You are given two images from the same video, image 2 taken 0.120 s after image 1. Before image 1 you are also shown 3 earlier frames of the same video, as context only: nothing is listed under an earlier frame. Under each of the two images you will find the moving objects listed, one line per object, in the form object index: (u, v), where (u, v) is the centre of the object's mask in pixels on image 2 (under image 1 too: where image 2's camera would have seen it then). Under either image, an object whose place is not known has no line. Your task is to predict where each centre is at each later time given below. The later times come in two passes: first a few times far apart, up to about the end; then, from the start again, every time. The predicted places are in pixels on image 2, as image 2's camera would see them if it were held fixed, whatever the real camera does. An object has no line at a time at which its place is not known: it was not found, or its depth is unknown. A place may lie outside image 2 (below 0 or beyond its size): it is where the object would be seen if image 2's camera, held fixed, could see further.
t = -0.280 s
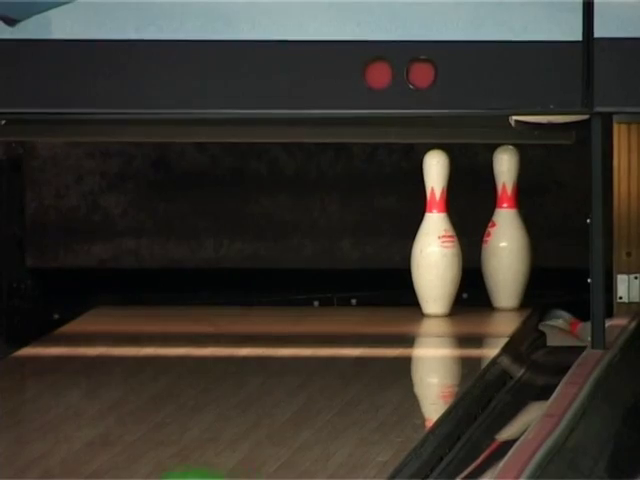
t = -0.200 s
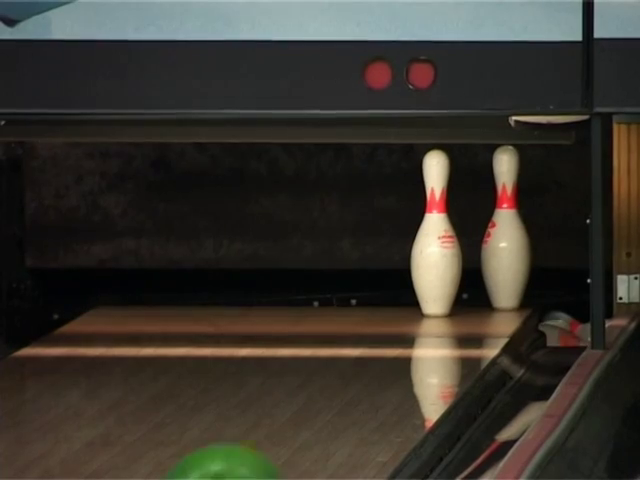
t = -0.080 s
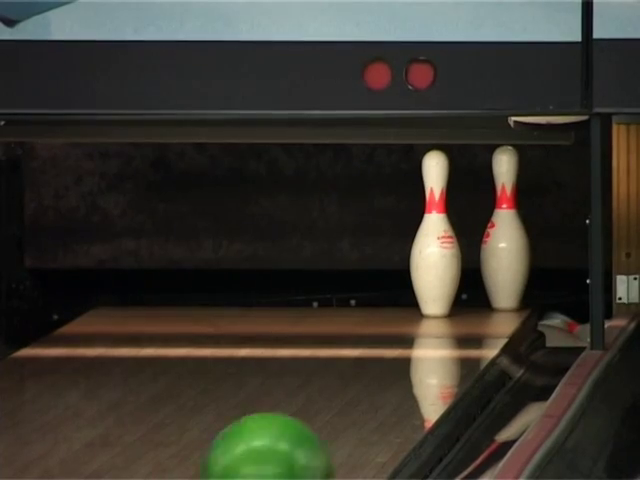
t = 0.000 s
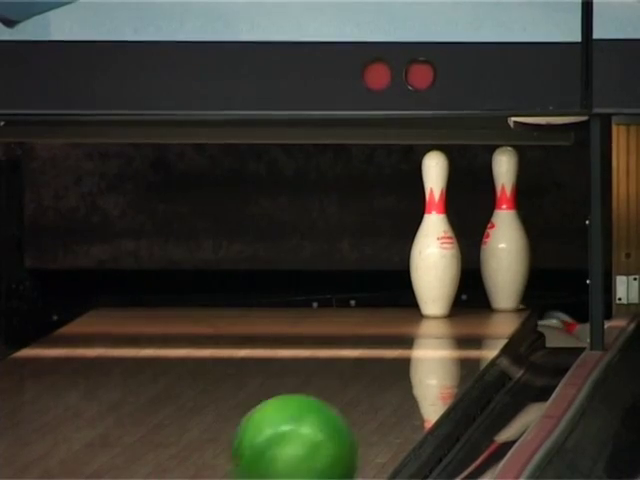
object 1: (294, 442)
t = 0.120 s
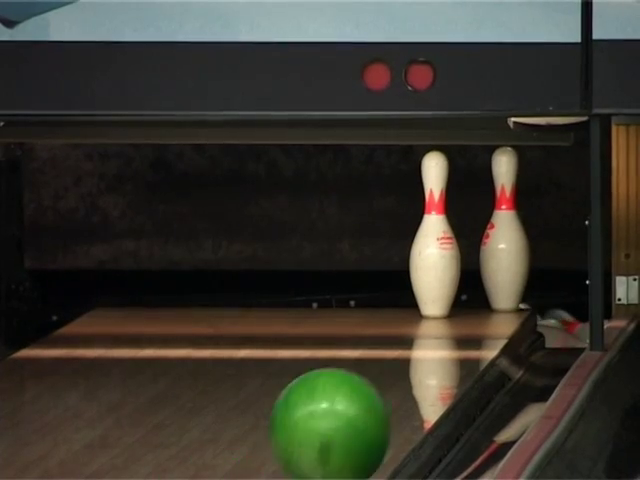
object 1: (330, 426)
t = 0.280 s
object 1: (372, 396)
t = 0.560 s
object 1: (436, 346)
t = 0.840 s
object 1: (490, 307)
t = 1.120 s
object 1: (544, 282)
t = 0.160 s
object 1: (341, 420)
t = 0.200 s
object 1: (351, 412)
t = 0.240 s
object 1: (362, 404)
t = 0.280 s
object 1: (372, 396)
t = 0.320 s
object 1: (382, 388)
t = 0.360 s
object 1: (392, 380)
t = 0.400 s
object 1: (401, 374)
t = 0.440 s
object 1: (410, 366)
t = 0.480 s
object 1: (419, 360)
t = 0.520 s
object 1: (428, 354)
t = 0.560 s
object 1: (436, 346)
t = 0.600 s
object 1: (445, 340)
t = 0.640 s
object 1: (453, 334)
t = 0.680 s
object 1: (461, 329)
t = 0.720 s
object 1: (469, 323)
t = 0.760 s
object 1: (476, 318)
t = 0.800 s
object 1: (483, 313)
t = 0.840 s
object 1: (490, 307)
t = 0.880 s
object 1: (497, 302)
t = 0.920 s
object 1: (504, 298)
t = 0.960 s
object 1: (510, 293)
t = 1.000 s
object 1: (518, 289)
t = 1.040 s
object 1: (525, 285)
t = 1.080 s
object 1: (534, 283)
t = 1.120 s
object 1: (544, 282)
